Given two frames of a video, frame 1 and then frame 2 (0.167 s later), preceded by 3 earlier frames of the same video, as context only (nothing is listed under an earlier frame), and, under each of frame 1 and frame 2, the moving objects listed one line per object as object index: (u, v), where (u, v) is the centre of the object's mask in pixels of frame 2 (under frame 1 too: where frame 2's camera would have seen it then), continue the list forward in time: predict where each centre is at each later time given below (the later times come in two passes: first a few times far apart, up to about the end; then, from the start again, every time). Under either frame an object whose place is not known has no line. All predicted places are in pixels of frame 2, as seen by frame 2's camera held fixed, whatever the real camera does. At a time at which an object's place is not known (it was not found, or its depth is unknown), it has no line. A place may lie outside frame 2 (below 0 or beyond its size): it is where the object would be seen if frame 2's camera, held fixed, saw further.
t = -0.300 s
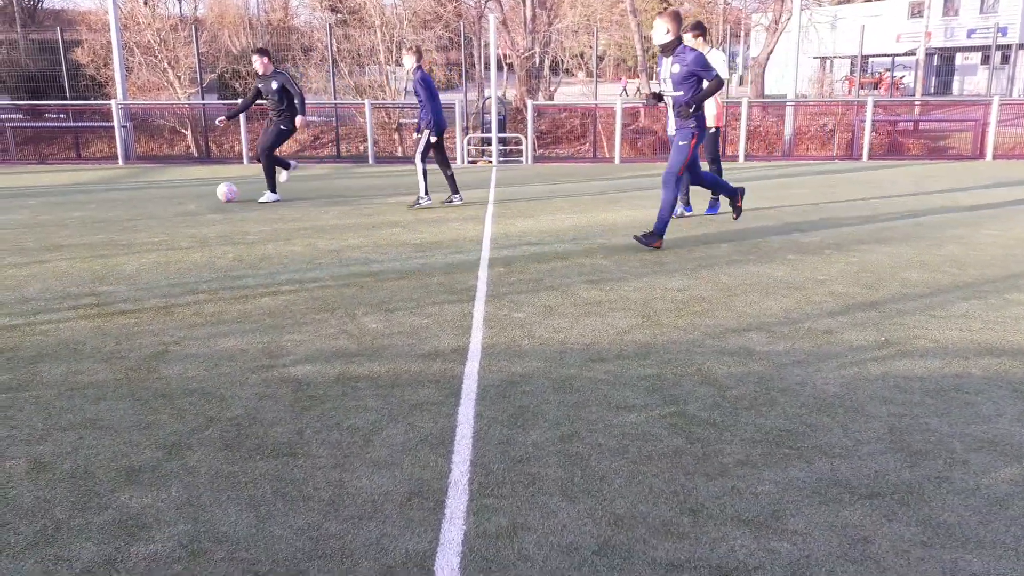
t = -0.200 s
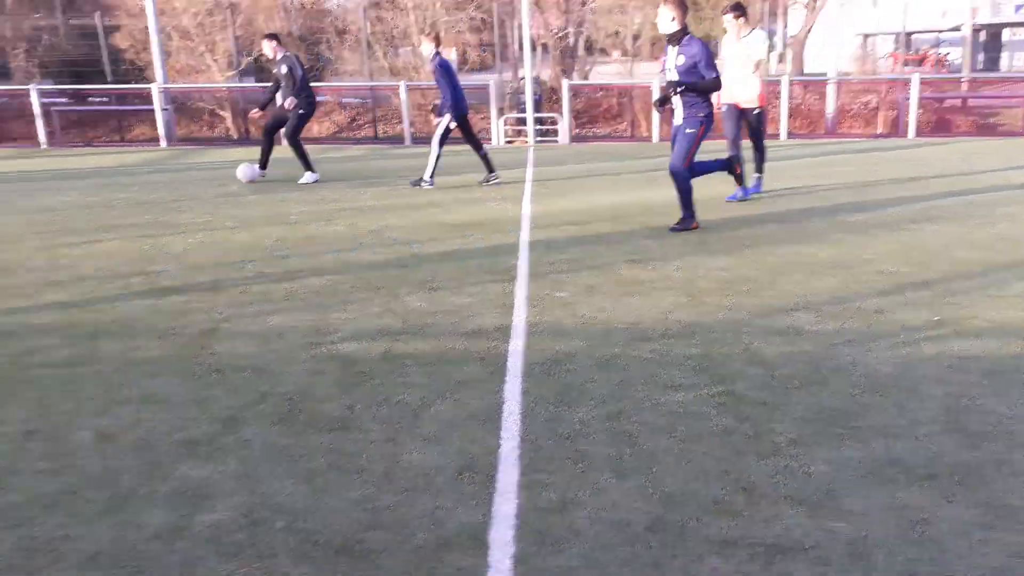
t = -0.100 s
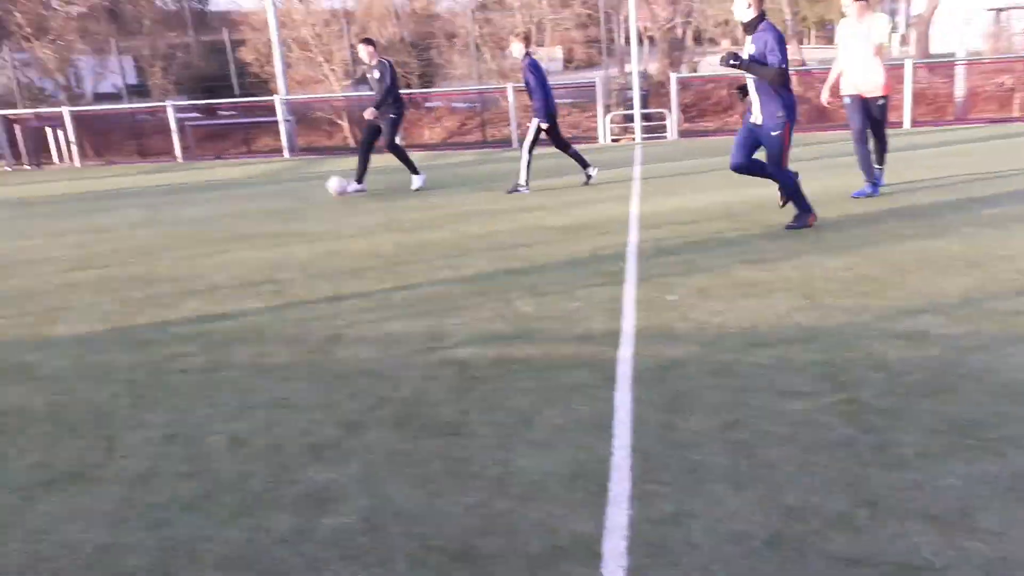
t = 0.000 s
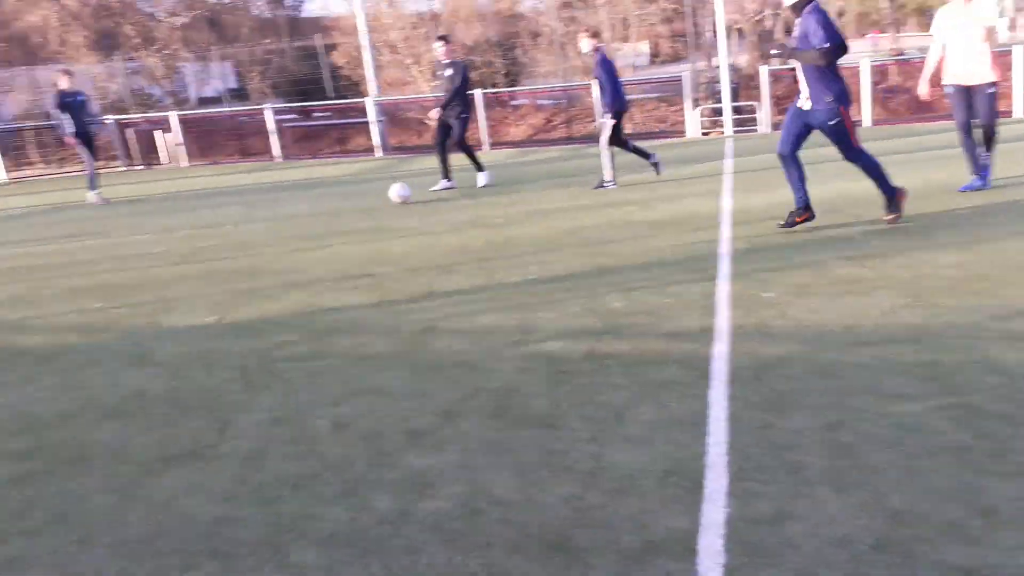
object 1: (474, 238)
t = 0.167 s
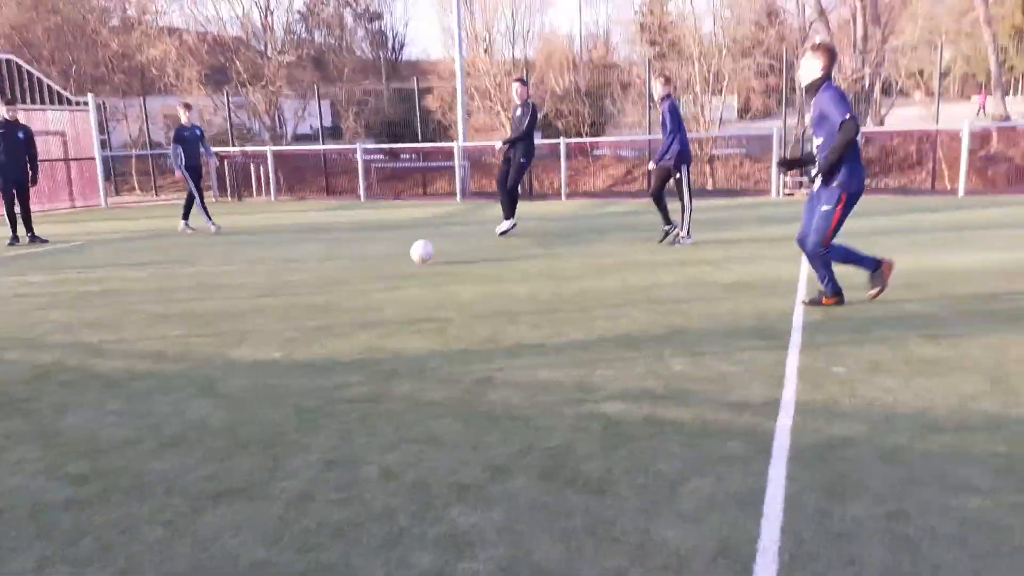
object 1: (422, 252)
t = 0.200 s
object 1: (411, 252)
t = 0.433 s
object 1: (330, 272)
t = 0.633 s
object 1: (252, 292)
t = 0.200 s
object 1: (411, 252)
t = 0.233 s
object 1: (399, 254)
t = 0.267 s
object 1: (388, 258)
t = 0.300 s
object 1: (377, 263)
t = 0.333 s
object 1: (366, 265)
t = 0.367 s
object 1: (354, 266)
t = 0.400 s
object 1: (343, 269)
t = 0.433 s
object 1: (330, 272)
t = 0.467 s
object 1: (318, 277)
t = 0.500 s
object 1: (305, 280)
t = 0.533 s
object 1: (293, 281)
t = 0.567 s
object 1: (280, 283)
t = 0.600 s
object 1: (266, 287)
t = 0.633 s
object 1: (252, 292)
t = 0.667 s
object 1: (237, 296)
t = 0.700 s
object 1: (222, 296)
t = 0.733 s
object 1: (205, 298)
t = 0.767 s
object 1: (189, 302)
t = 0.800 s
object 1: (171, 309)
